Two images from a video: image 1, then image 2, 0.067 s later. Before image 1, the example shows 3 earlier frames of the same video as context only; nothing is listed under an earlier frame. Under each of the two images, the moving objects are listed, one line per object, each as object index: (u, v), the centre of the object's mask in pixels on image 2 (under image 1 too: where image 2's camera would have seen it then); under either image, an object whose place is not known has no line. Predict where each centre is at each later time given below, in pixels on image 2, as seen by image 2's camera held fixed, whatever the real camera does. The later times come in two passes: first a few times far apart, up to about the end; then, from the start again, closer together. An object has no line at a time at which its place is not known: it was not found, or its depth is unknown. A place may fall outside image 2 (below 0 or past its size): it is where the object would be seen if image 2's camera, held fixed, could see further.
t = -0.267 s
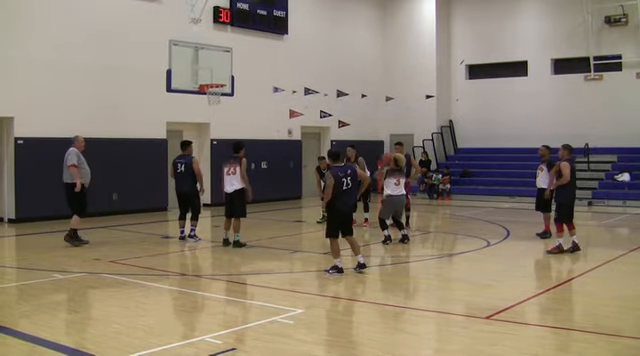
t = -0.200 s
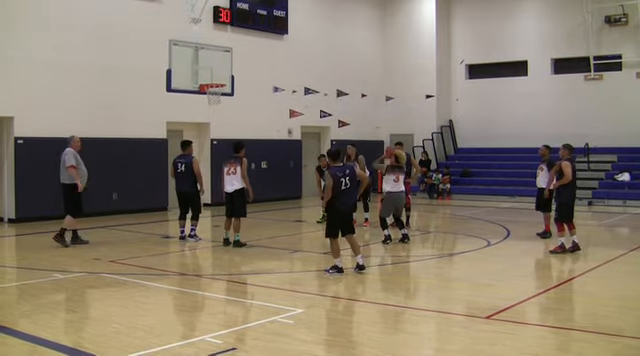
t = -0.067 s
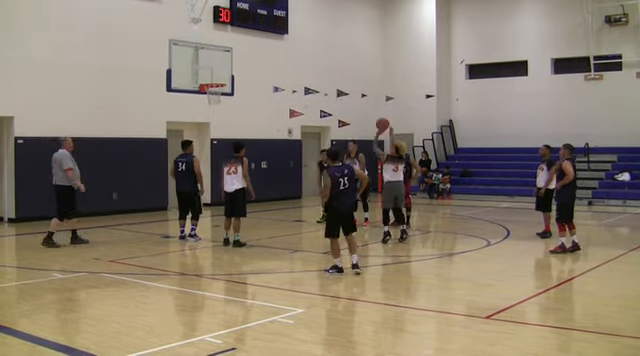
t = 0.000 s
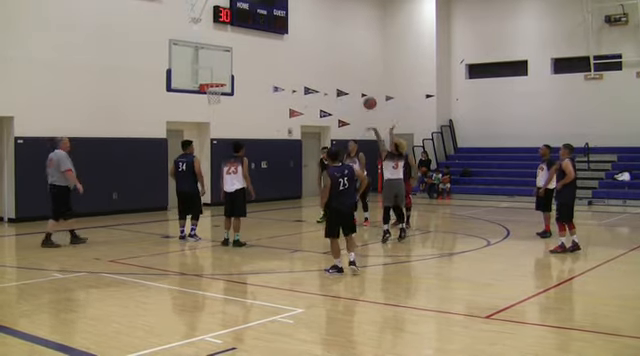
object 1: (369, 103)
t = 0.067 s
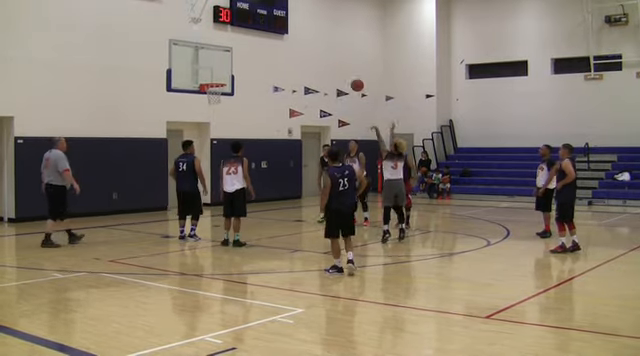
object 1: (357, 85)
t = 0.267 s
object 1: (321, 47)
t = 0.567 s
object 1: (272, 31)
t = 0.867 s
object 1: (228, 59)
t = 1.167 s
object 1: (221, 91)
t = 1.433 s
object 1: (216, 106)
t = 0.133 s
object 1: (344, 70)
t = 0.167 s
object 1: (338, 63)
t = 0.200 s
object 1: (332, 57)
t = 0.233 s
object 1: (326, 52)
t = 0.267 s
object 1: (321, 47)
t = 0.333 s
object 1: (309, 40)
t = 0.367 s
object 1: (304, 37)
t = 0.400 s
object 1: (298, 34)
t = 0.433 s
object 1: (293, 33)
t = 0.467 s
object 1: (288, 32)
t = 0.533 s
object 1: (277, 31)
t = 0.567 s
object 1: (272, 31)
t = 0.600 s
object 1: (267, 33)
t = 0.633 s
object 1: (262, 34)
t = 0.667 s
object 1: (256, 37)
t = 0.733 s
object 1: (247, 42)
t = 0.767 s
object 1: (242, 46)
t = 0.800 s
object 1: (237, 50)
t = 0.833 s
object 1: (233, 54)
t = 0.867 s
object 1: (228, 59)
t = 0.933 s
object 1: (219, 70)
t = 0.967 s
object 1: (215, 77)
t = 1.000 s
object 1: (211, 84)
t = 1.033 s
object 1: (213, 86)
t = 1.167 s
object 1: (221, 91)
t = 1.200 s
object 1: (221, 91)
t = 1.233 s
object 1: (220, 92)
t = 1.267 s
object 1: (219, 93)
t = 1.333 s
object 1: (219, 97)
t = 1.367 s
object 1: (217, 99)
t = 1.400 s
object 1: (216, 102)
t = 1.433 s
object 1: (216, 106)
